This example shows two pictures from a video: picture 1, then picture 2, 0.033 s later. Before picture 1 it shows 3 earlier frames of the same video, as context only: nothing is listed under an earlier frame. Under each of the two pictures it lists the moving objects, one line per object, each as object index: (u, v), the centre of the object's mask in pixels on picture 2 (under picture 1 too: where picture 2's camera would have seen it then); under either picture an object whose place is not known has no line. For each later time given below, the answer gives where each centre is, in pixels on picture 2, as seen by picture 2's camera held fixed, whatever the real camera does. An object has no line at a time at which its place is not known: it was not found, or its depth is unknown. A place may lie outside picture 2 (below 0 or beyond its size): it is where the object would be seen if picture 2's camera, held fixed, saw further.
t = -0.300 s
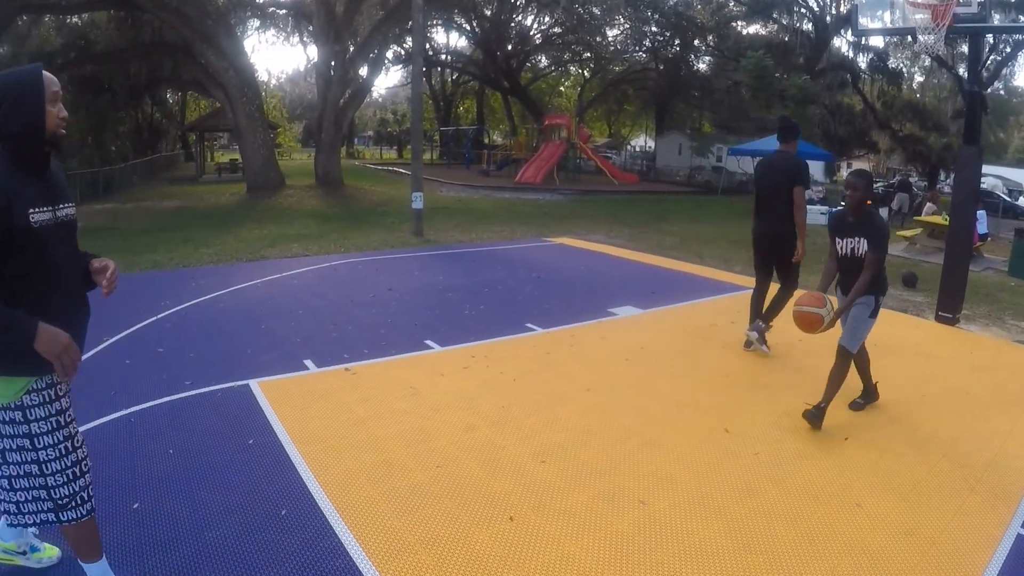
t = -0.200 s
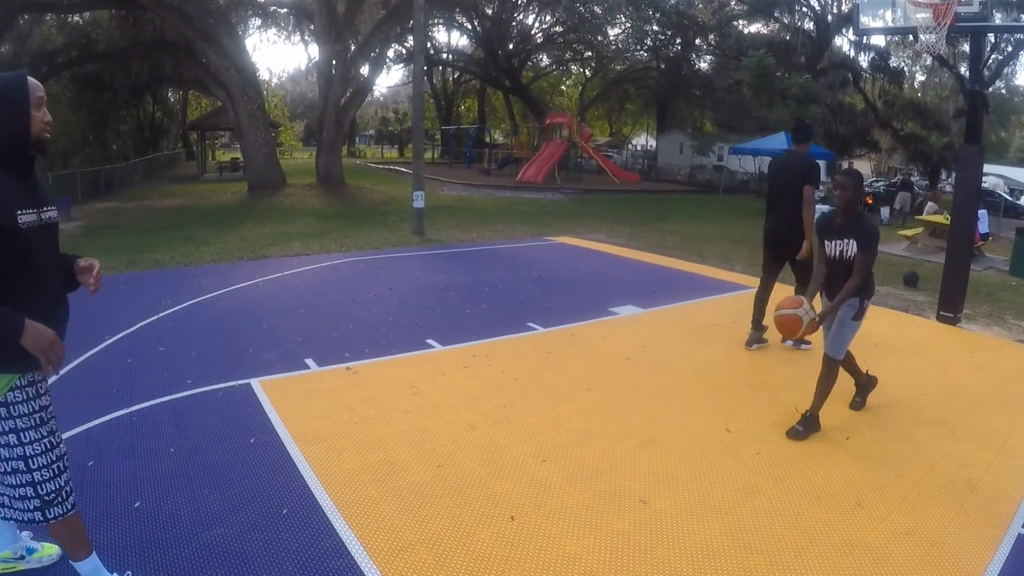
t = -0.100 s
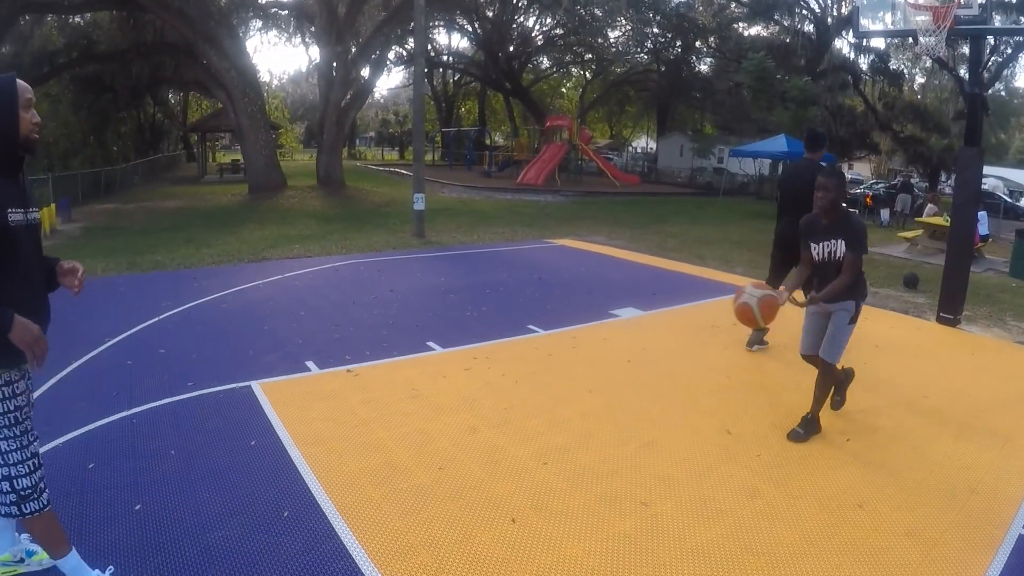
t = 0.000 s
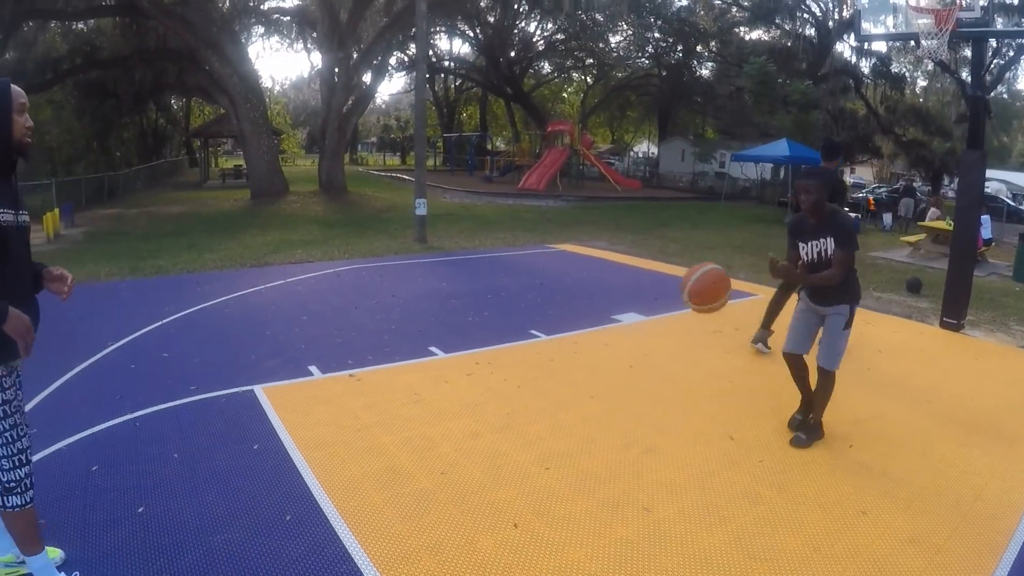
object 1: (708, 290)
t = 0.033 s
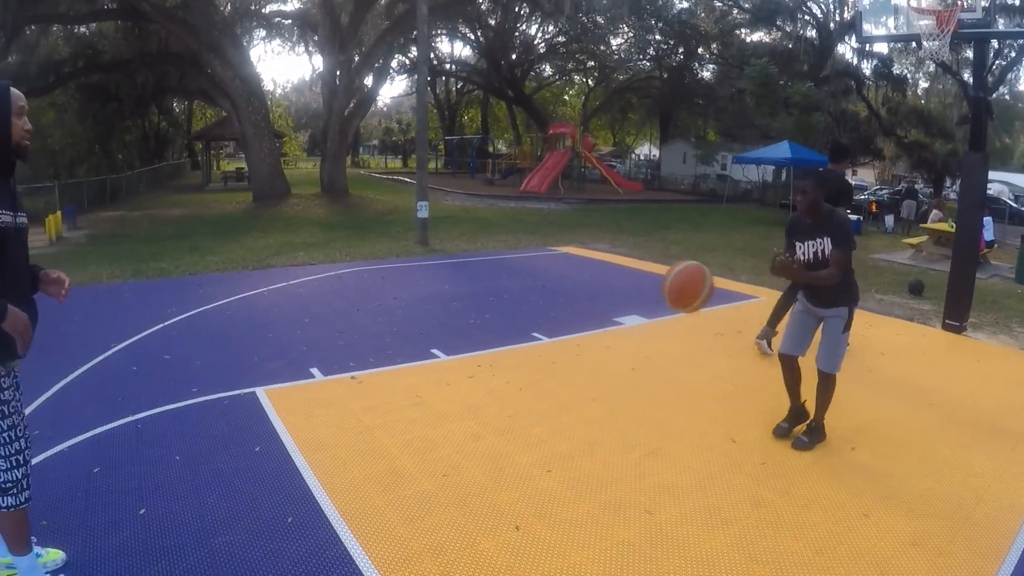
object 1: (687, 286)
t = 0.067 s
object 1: (666, 285)
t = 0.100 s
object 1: (644, 285)
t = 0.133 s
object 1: (620, 289)
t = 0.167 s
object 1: (595, 295)
